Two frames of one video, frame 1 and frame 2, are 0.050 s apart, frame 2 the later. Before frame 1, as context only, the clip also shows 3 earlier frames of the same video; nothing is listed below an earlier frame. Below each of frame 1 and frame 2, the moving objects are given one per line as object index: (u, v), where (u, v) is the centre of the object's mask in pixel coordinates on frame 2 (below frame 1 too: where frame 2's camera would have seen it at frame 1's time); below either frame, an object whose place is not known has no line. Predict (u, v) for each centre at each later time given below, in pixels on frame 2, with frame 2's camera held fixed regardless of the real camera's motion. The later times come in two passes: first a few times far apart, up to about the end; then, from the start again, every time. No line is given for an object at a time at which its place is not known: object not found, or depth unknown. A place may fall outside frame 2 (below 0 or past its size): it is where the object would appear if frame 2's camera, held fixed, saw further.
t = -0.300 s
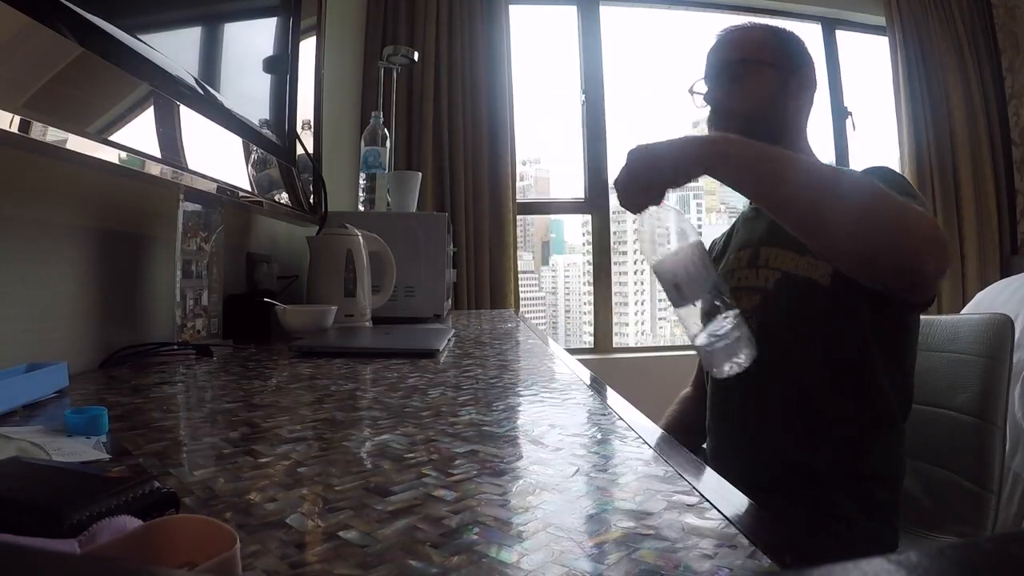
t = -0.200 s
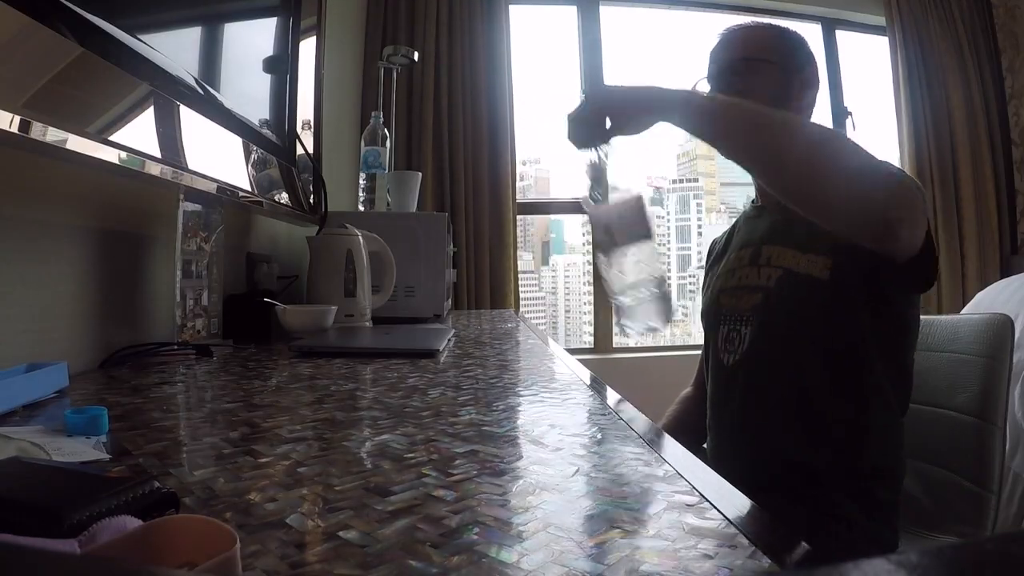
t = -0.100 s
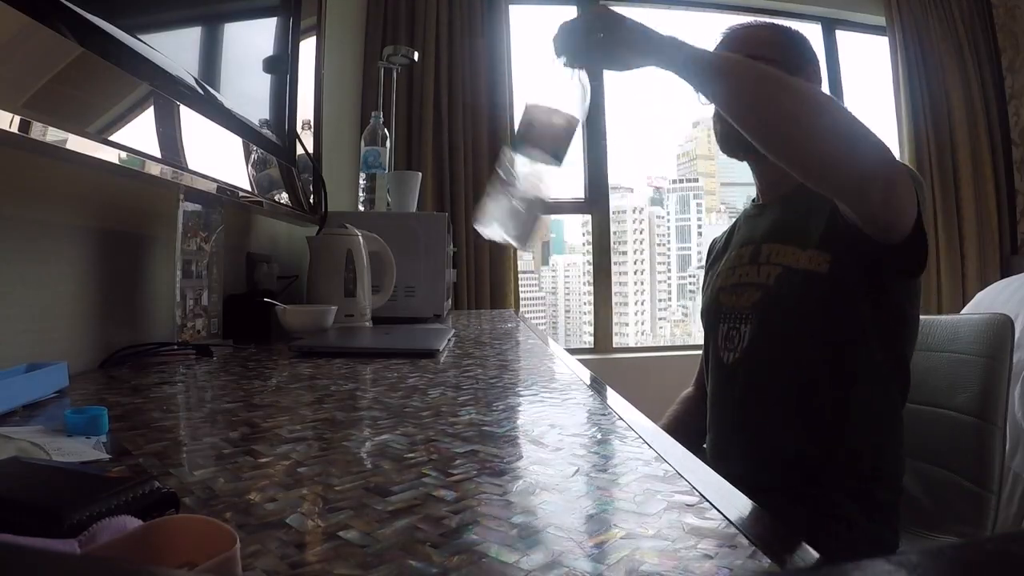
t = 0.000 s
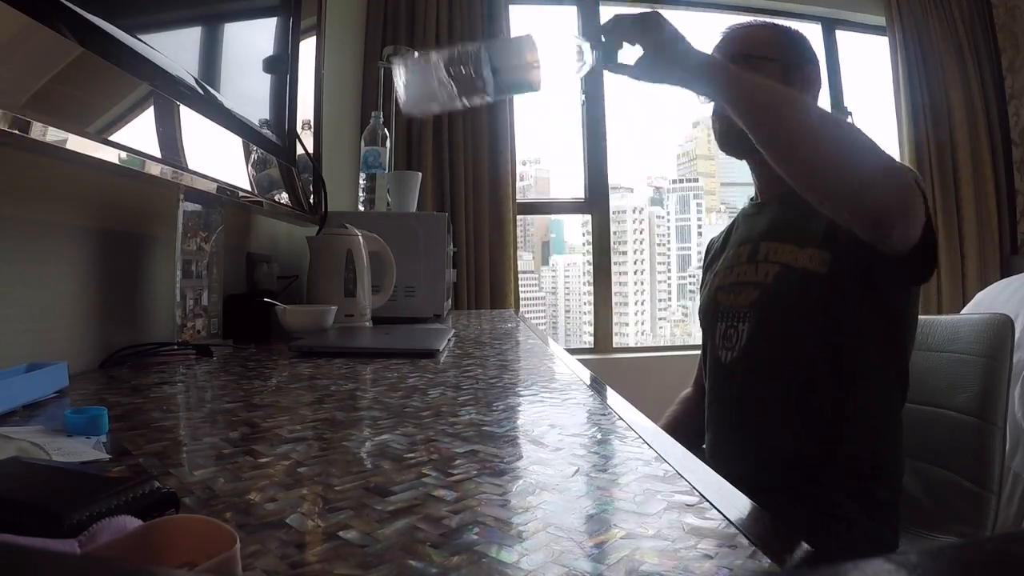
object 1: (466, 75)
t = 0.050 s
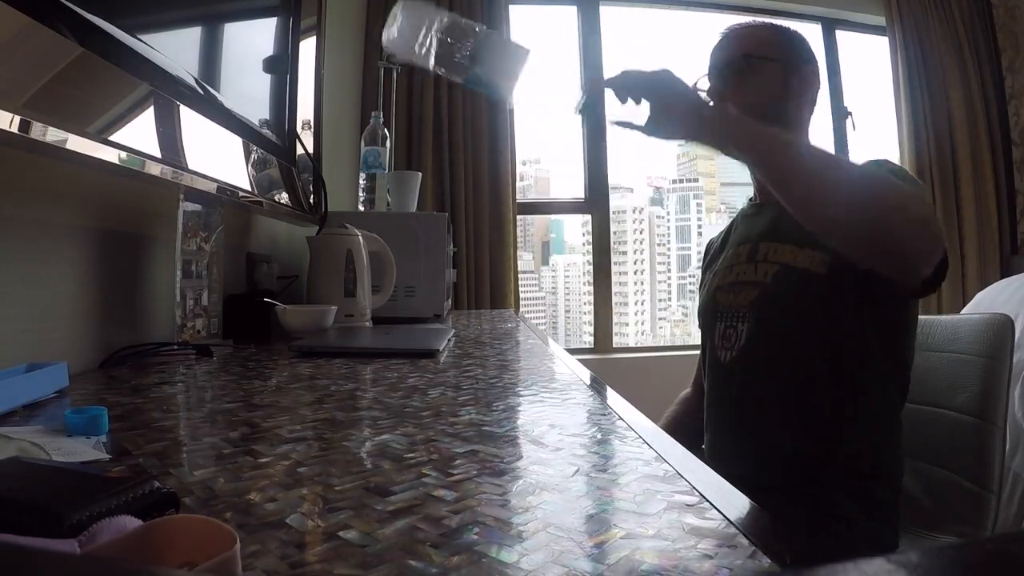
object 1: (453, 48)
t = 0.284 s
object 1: (410, 85)
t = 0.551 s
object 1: (537, 283)
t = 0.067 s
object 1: (458, 52)
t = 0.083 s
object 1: (464, 69)
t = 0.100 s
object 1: (462, 86)
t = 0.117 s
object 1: (444, 91)
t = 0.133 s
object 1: (426, 88)
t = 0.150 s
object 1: (407, 83)
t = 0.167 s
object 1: (396, 75)
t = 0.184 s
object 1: (391, 64)
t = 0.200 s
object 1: (391, 57)
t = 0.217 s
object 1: (391, 55)
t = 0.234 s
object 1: (390, 58)
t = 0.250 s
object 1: (396, 63)
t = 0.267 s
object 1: (403, 72)
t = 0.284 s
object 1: (410, 85)
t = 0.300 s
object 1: (420, 103)
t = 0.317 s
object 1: (431, 127)
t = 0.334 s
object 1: (440, 154)
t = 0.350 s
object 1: (450, 186)
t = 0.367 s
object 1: (459, 224)
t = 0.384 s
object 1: (468, 267)
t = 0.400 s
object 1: (477, 266)
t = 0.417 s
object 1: (481, 266)
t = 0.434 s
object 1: (485, 265)
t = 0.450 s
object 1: (489, 266)
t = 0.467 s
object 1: (494, 268)
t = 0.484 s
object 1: (501, 269)
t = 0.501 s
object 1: (510, 269)
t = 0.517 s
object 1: (516, 275)
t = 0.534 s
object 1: (526, 278)
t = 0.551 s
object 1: (537, 283)
